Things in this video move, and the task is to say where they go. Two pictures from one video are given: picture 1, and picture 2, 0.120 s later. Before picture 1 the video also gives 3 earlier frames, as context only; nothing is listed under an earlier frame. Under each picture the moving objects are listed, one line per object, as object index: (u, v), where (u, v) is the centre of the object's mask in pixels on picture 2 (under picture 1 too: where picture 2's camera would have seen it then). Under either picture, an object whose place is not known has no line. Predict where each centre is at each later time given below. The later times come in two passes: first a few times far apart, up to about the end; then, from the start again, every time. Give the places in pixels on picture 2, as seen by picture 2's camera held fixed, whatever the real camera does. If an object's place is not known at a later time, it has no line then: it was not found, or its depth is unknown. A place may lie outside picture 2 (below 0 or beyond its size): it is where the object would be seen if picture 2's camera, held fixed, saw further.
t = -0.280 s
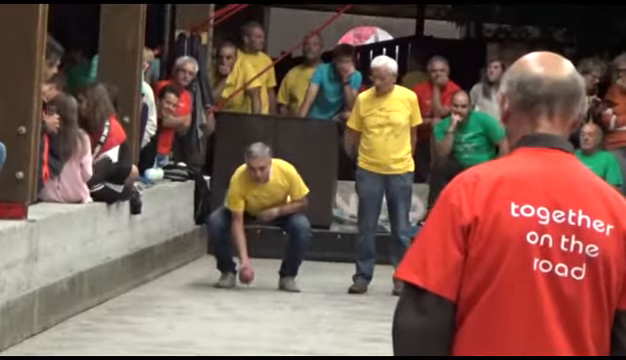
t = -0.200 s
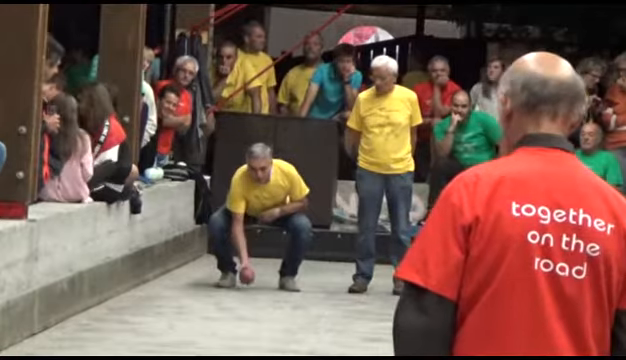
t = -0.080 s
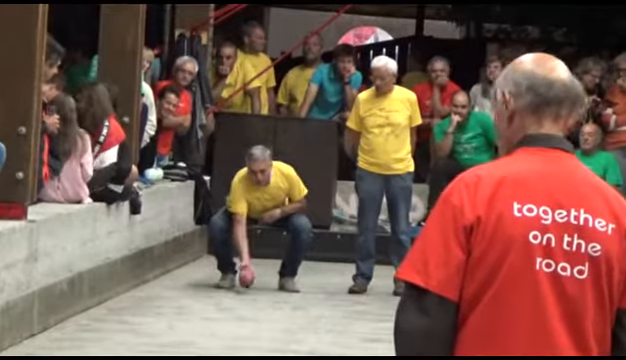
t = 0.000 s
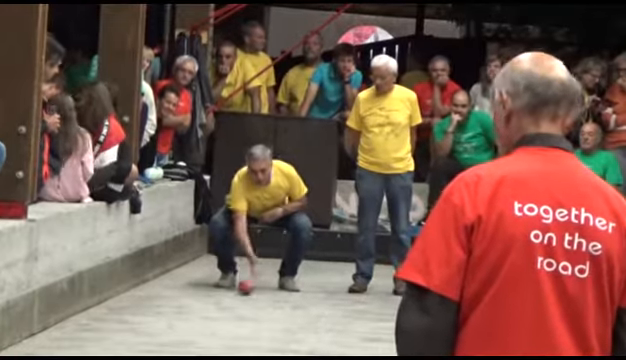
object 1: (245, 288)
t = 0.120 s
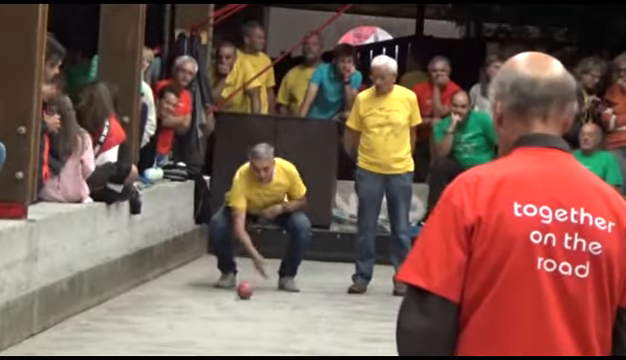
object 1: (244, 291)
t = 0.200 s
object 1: (243, 292)
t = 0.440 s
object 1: (239, 296)
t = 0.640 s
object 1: (236, 300)
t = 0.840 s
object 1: (232, 304)
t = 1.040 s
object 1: (229, 307)
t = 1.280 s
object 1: (224, 310)
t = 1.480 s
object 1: (218, 315)
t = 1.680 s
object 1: (213, 318)
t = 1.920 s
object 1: (205, 323)
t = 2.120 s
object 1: (198, 326)
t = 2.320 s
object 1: (191, 331)
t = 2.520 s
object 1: (183, 334)
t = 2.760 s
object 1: (174, 339)
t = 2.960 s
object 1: (166, 343)
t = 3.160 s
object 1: (158, 346)
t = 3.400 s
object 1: (148, 350)
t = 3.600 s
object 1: (139, 354)
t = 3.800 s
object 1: (132, 357)
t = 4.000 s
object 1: (124, 360)
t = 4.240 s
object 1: (113, 365)
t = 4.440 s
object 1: (104, 368)
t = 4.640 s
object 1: (97, 372)
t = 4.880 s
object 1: (88, 375)
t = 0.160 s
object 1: (244, 291)
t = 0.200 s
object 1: (243, 292)
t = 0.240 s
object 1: (243, 291)
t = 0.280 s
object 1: (242, 292)
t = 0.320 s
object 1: (241, 294)
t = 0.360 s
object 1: (241, 295)
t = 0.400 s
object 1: (240, 295)
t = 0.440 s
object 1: (239, 296)
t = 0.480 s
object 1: (239, 297)
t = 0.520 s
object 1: (238, 298)
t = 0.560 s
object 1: (238, 298)
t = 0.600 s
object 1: (237, 299)
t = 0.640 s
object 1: (236, 300)
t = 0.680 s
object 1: (235, 300)
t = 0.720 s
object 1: (235, 301)
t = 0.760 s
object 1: (234, 302)
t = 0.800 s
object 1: (233, 303)
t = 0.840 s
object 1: (232, 304)
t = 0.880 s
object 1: (232, 304)
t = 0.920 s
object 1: (231, 305)
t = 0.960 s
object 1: (230, 306)
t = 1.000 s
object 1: (230, 306)
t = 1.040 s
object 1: (229, 307)
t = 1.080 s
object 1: (228, 308)
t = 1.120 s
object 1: (227, 308)
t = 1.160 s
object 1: (226, 308)
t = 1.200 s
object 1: (226, 309)
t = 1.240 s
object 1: (225, 310)
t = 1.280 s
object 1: (224, 310)
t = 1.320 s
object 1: (222, 312)
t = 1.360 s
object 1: (221, 313)
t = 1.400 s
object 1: (220, 314)
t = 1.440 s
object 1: (219, 314)
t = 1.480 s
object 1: (218, 315)
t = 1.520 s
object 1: (217, 316)
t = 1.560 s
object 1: (216, 316)
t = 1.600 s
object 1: (215, 317)
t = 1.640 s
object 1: (214, 318)
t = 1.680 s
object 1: (213, 318)
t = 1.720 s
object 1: (212, 318)
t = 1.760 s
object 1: (210, 320)
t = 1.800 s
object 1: (208, 321)
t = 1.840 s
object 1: (207, 322)
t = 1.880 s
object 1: (206, 322)
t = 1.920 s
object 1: (205, 323)
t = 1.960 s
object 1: (204, 324)
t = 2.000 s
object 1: (202, 324)
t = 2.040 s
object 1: (200, 325)
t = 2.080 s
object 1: (199, 326)
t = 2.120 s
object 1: (198, 326)
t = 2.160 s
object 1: (197, 327)
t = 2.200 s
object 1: (195, 328)
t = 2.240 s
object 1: (194, 328)
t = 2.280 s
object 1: (192, 329)
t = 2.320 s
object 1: (191, 331)
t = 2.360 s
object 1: (189, 332)
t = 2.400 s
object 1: (188, 332)
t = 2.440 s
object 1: (186, 333)
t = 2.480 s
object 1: (184, 333)
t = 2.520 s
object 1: (183, 334)
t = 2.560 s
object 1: (182, 335)
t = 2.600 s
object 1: (181, 336)
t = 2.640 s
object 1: (180, 337)
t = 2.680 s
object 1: (178, 337)
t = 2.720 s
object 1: (176, 338)
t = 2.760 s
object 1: (174, 339)
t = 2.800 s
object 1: (173, 340)
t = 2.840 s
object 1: (171, 341)
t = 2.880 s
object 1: (170, 340)
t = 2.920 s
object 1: (168, 342)
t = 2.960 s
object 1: (166, 343)
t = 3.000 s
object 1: (164, 343)
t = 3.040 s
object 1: (163, 344)
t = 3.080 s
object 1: (161, 345)
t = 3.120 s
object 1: (159, 345)
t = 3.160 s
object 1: (158, 346)
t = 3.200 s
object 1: (156, 347)
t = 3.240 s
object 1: (155, 348)
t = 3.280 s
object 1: (153, 348)
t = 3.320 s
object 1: (151, 349)
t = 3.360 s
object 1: (149, 350)
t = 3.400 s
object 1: (148, 350)
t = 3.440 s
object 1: (146, 351)
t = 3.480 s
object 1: (144, 352)
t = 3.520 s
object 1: (142, 352)
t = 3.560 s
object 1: (141, 353)
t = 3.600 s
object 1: (139, 354)
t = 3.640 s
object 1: (138, 354)
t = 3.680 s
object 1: (136, 355)
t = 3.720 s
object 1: (134, 355)
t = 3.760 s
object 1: (133, 357)
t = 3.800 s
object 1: (132, 357)
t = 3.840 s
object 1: (130, 358)
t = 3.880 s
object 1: (129, 358)
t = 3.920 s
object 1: (127, 359)
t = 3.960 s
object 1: (126, 360)
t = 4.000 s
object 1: (124, 360)
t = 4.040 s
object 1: (122, 361)
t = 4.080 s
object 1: (120, 362)
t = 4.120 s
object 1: (118, 363)
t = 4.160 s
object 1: (117, 363)
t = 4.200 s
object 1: (115, 364)
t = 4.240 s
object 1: (113, 365)
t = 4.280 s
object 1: (111, 366)
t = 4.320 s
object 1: (109, 367)
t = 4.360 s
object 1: (108, 367)
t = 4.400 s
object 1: (106, 368)
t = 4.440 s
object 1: (104, 368)
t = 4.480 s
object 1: (103, 369)
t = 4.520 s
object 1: (101, 370)
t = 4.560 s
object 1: (100, 370)
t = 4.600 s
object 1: (98, 371)
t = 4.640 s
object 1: (97, 372)
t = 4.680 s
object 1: (95, 373)
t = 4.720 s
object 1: (94, 373)
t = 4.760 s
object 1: (93, 374)
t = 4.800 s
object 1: (92, 374)
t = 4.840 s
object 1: (90, 375)
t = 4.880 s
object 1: (88, 375)
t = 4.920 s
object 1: (87, 376)
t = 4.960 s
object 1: (85, 377)
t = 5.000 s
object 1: (84, 378)
